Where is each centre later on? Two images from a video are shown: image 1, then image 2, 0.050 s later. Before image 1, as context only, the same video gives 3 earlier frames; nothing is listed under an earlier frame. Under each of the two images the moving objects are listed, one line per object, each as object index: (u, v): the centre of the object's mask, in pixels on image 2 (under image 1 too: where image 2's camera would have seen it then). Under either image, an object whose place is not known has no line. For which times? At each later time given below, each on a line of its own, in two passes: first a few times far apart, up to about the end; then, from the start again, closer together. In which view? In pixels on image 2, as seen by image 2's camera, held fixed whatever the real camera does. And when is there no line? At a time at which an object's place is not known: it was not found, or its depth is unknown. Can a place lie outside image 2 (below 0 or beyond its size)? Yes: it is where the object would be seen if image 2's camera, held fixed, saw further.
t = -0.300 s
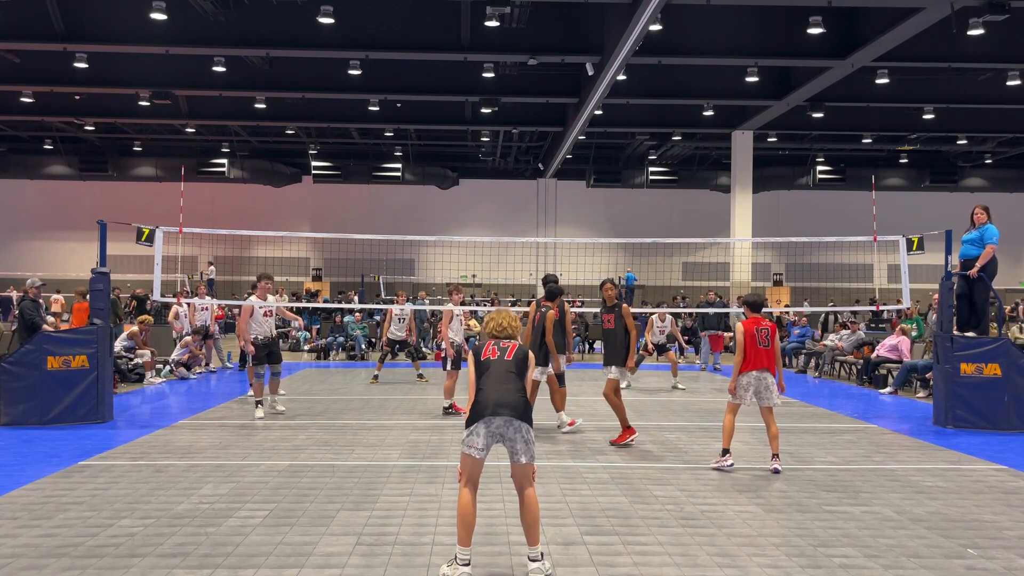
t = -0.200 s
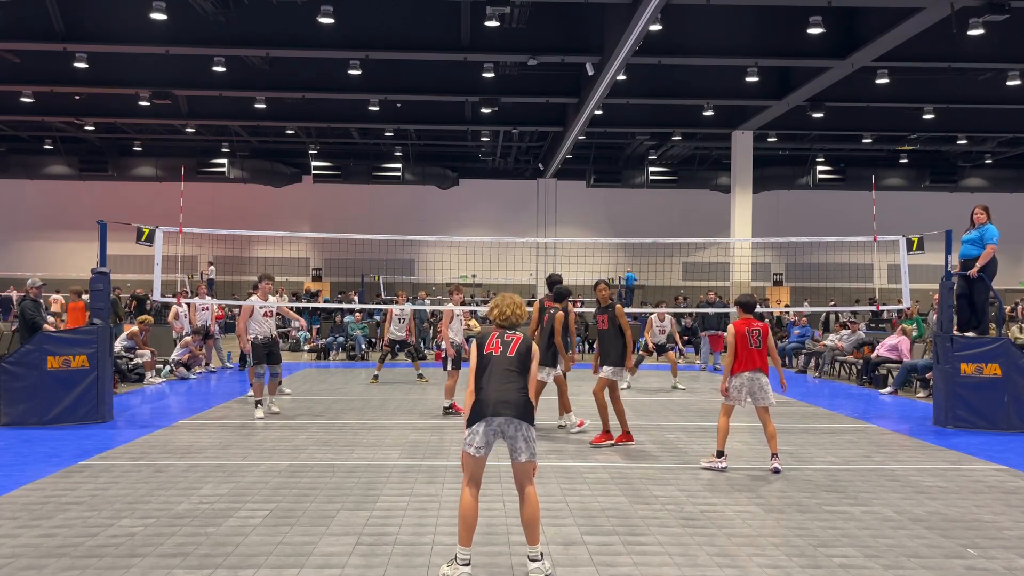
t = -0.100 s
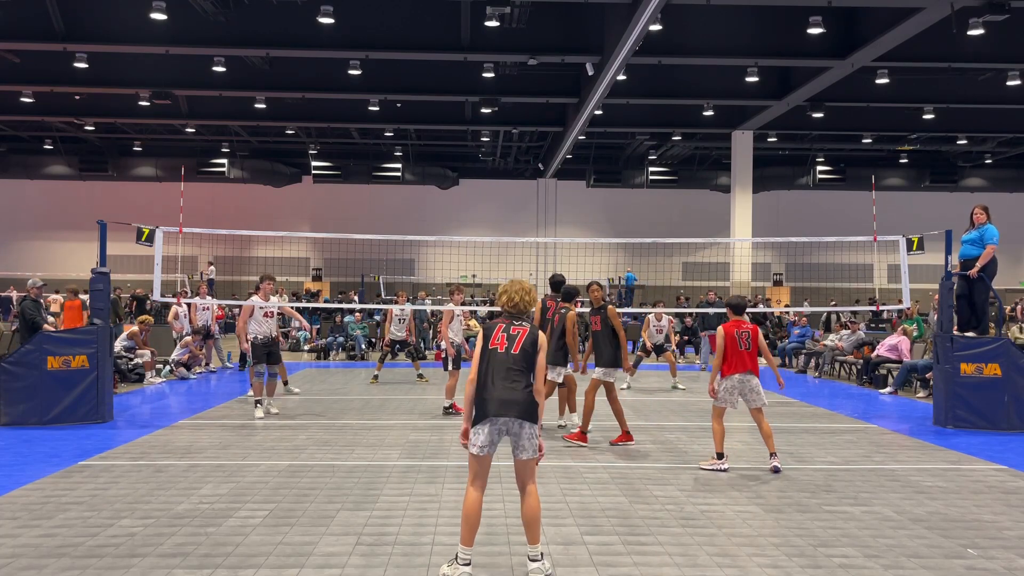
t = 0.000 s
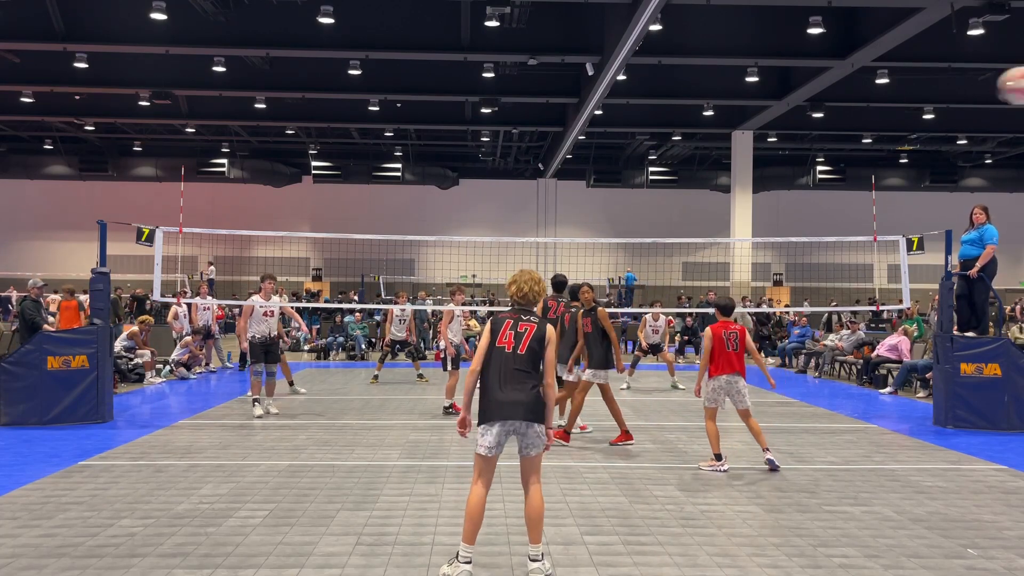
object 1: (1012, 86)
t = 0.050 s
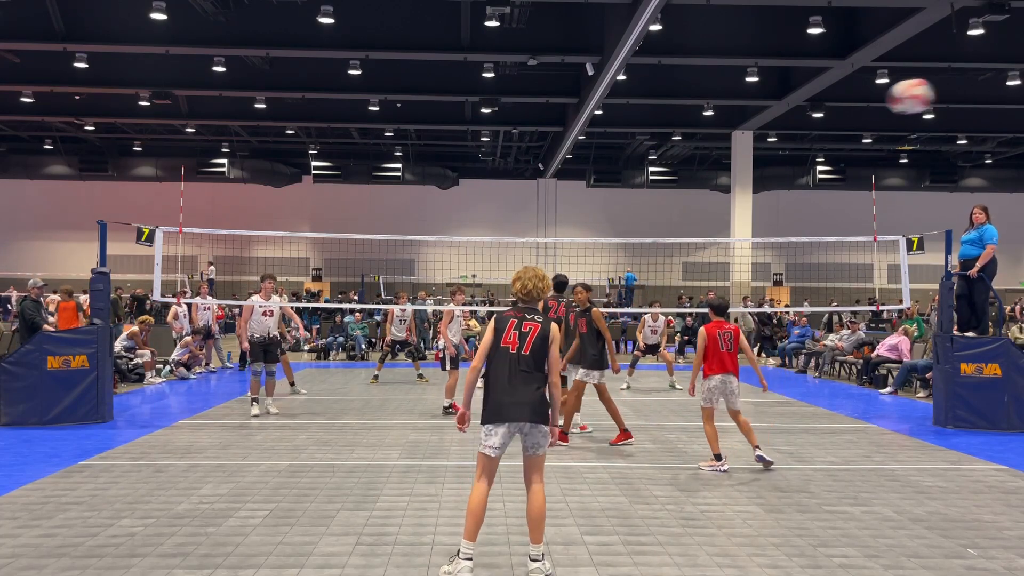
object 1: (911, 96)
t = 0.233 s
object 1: (648, 143)
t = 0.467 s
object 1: (478, 204)
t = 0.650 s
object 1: (397, 257)
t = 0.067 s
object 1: (878, 100)
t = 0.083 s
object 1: (848, 104)
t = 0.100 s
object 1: (819, 108)
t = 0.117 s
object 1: (795, 111)
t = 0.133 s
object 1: (768, 116)
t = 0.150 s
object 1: (746, 120)
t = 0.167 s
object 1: (725, 125)
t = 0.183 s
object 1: (705, 129)
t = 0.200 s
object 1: (684, 134)
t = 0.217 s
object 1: (665, 138)
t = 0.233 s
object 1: (648, 143)
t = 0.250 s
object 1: (632, 147)
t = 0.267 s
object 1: (616, 152)
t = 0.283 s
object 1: (602, 156)
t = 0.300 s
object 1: (588, 160)
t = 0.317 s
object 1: (575, 164)
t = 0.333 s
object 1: (562, 169)
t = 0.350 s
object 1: (551, 172)
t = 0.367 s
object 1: (539, 176)
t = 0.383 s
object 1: (528, 180)
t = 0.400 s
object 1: (517, 185)
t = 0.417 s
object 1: (508, 190)
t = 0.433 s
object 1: (497, 194)
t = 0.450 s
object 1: (488, 198)
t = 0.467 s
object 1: (478, 204)
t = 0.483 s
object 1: (470, 208)
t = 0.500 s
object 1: (462, 213)
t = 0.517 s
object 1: (454, 218)
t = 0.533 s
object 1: (445, 223)
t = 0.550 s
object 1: (438, 227)
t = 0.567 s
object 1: (430, 230)
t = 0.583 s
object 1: (424, 235)
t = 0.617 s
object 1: (411, 246)
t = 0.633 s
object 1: (403, 252)
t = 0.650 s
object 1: (397, 257)
